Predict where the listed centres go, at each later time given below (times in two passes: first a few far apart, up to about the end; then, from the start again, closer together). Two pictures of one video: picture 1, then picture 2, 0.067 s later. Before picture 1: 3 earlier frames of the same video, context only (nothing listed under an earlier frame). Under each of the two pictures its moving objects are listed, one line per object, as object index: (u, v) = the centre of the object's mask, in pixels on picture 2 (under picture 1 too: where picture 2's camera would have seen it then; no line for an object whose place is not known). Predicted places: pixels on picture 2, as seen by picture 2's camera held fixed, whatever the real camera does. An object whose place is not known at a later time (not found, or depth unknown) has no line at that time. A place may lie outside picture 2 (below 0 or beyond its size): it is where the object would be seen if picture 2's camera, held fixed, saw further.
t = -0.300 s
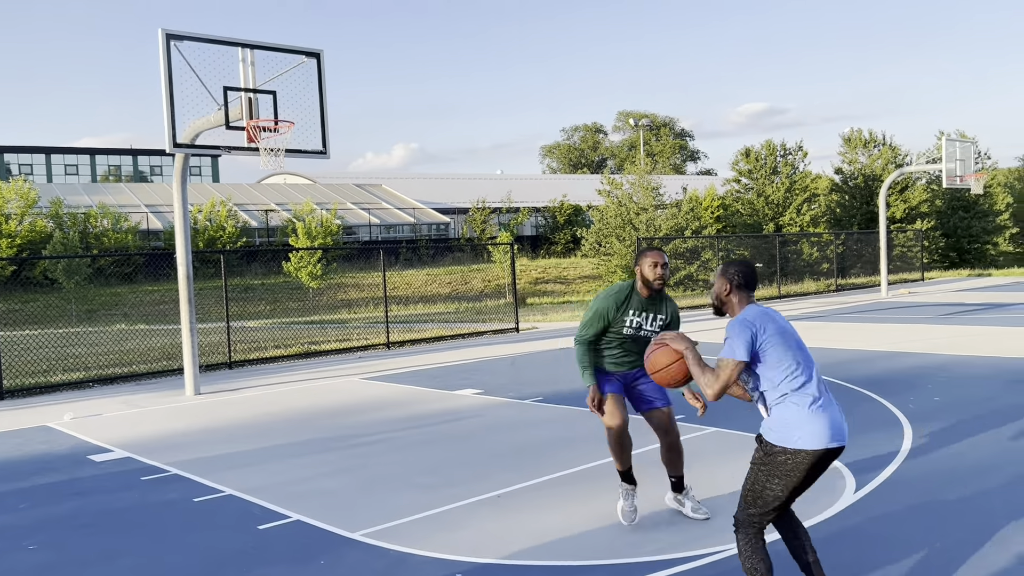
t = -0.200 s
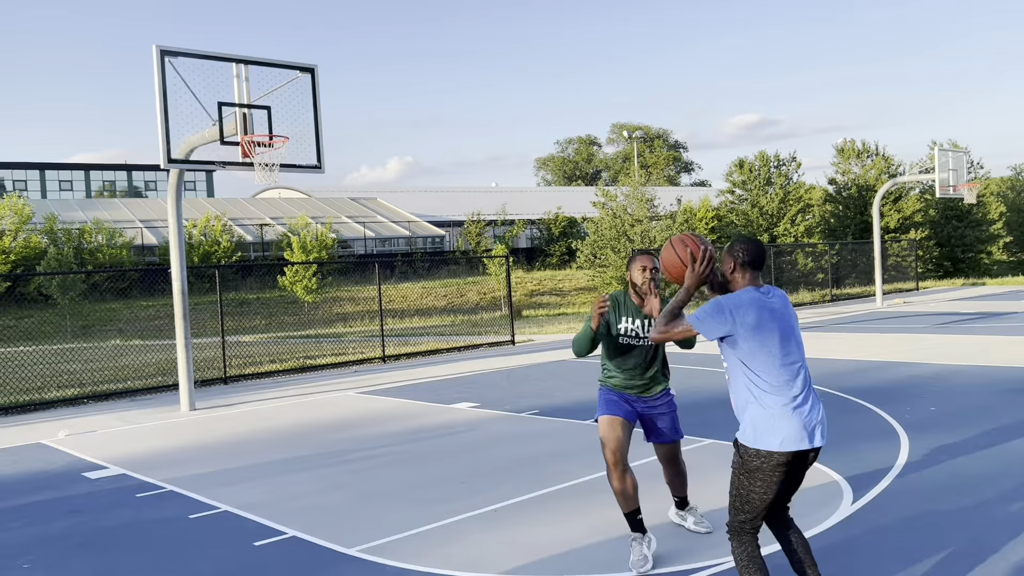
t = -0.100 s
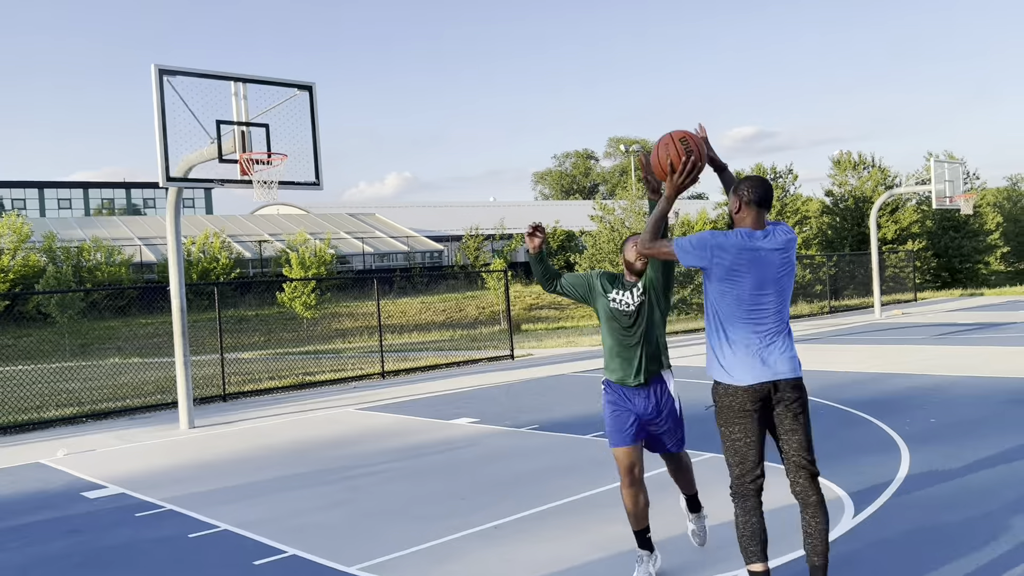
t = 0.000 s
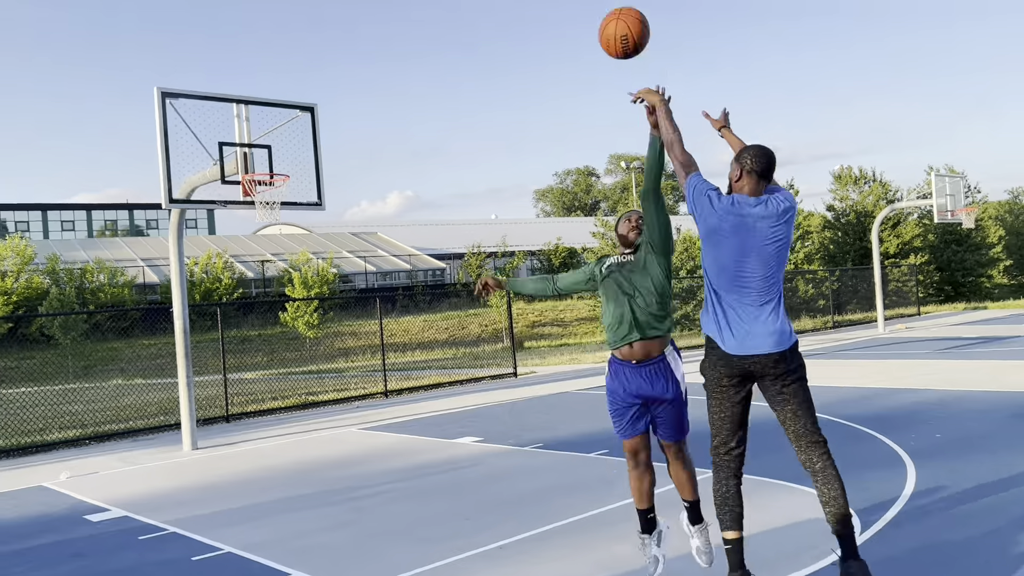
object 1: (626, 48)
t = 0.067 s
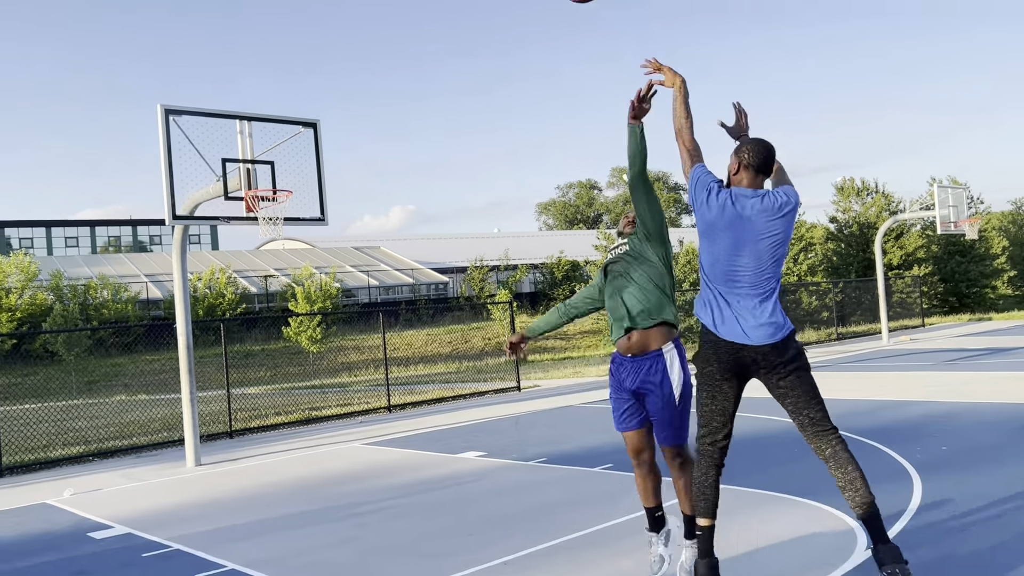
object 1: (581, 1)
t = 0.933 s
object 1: (347, -63)
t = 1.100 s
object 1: (332, 18)
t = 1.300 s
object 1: (320, 132)
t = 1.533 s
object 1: (339, 256)
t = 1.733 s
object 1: (389, 370)
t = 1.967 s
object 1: (443, 399)
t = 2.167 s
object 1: (487, 302)
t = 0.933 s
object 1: (347, -63)
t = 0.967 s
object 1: (344, -48)
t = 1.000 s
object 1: (341, -32)
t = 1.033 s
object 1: (338, -16)
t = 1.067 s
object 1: (335, 1)
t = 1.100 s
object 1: (332, 18)
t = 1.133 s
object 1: (330, 36)
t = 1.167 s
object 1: (328, 54)
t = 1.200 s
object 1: (326, 73)
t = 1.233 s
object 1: (324, 92)
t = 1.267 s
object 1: (322, 112)
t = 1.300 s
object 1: (320, 132)
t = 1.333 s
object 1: (319, 153)
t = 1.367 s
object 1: (318, 173)
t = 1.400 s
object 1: (316, 195)
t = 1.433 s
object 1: (316, 215)
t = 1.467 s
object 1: (323, 227)
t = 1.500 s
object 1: (331, 241)
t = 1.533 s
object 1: (339, 256)
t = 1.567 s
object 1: (347, 272)
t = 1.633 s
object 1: (363, 308)
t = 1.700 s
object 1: (381, 348)
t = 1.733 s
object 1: (389, 370)
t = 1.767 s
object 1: (397, 394)
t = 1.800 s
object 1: (407, 418)
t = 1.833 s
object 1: (415, 445)
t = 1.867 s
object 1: (424, 460)
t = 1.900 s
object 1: (430, 439)
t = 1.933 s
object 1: (437, 419)
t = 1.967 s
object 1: (443, 399)
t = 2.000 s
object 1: (450, 381)
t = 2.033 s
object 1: (457, 363)
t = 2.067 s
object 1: (464, 347)
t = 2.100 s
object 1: (472, 330)
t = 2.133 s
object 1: (479, 316)
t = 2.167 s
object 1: (487, 302)
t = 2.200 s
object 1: (495, 289)
